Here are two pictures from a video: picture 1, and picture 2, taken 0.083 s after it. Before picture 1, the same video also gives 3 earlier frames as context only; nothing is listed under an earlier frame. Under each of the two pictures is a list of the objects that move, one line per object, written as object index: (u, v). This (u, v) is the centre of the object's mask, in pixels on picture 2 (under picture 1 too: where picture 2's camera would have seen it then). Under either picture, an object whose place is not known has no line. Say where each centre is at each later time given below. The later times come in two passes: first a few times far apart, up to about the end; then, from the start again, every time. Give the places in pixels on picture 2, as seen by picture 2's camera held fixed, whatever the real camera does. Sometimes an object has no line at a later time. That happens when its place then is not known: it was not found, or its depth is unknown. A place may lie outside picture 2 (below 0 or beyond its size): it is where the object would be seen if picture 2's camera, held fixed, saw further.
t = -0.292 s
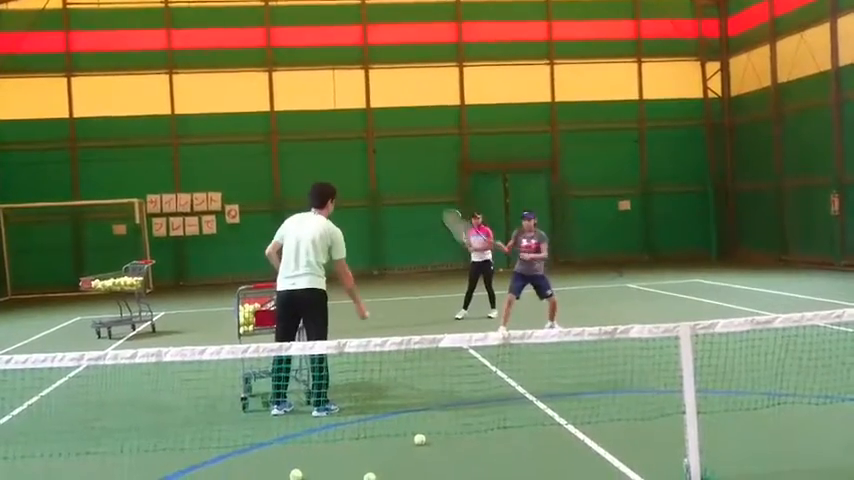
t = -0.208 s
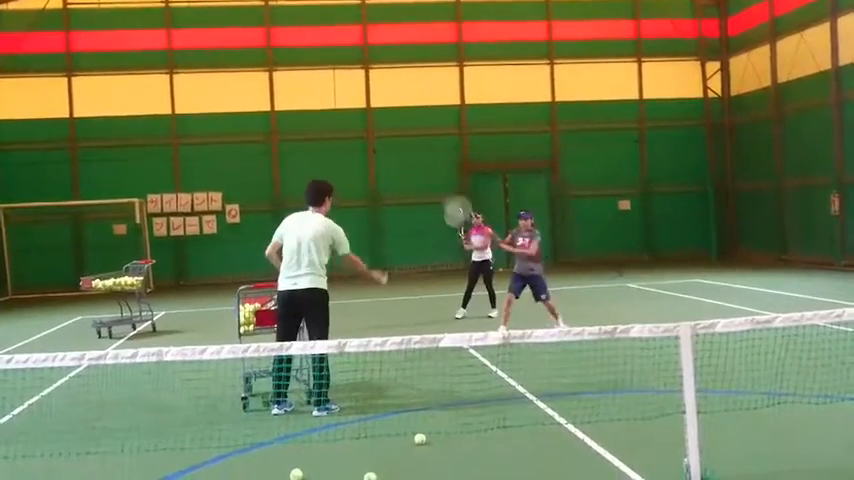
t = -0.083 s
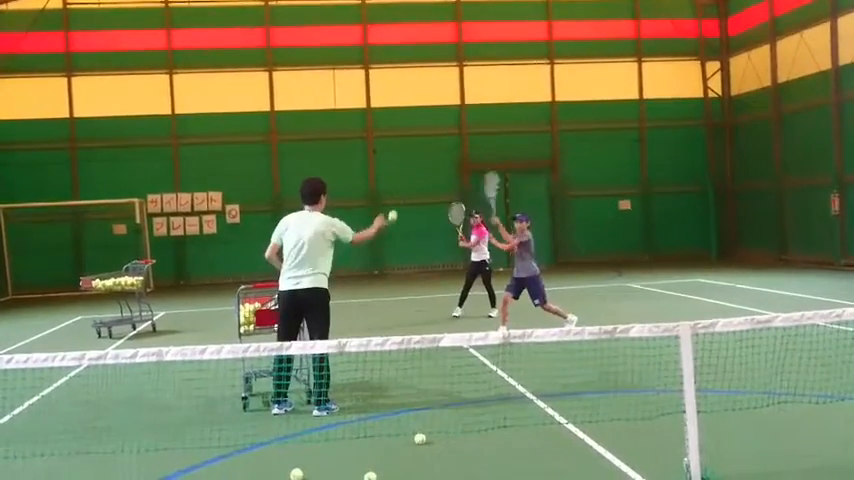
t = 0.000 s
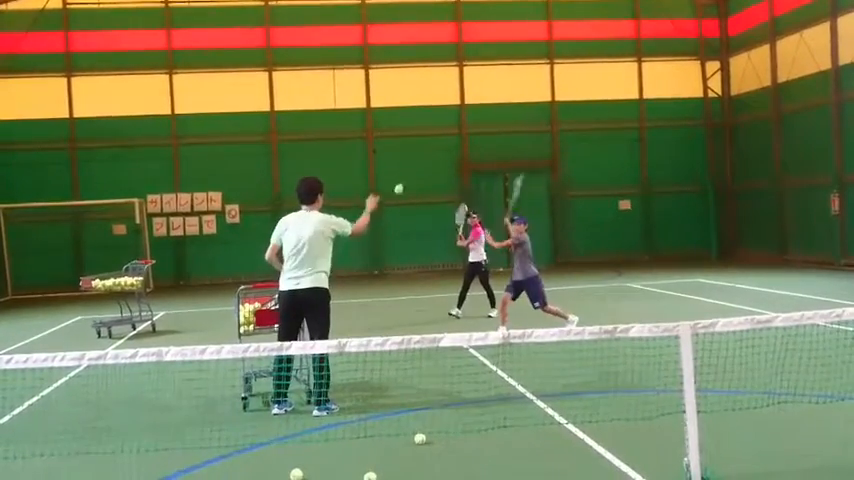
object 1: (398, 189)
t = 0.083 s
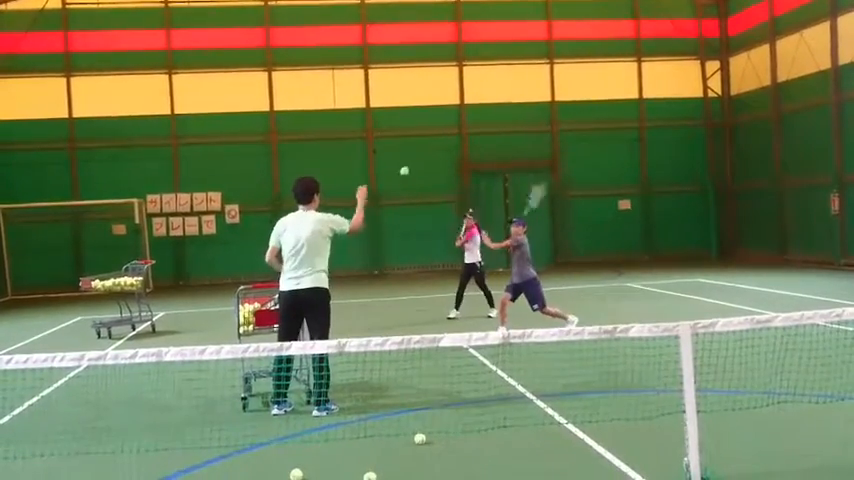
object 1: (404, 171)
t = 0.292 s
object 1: (419, 161)
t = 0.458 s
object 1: (431, 185)
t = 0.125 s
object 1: (407, 166)
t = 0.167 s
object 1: (411, 161)
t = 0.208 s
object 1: (413, 160)
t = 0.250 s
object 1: (417, 160)
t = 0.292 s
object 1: (419, 161)
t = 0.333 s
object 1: (422, 165)
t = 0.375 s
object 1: (425, 169)
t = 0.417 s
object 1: (429, 177)
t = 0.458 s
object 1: (431, 185)
